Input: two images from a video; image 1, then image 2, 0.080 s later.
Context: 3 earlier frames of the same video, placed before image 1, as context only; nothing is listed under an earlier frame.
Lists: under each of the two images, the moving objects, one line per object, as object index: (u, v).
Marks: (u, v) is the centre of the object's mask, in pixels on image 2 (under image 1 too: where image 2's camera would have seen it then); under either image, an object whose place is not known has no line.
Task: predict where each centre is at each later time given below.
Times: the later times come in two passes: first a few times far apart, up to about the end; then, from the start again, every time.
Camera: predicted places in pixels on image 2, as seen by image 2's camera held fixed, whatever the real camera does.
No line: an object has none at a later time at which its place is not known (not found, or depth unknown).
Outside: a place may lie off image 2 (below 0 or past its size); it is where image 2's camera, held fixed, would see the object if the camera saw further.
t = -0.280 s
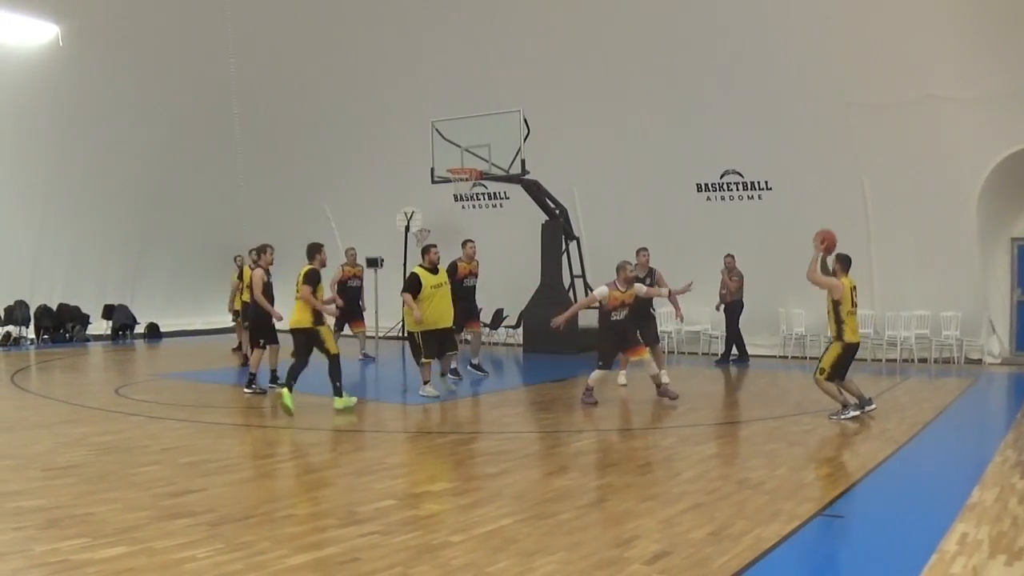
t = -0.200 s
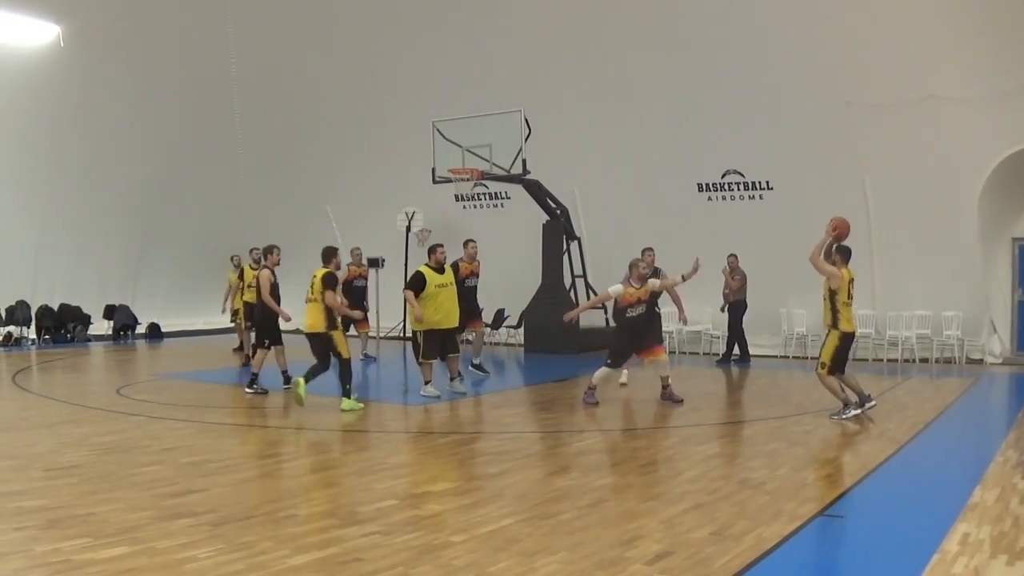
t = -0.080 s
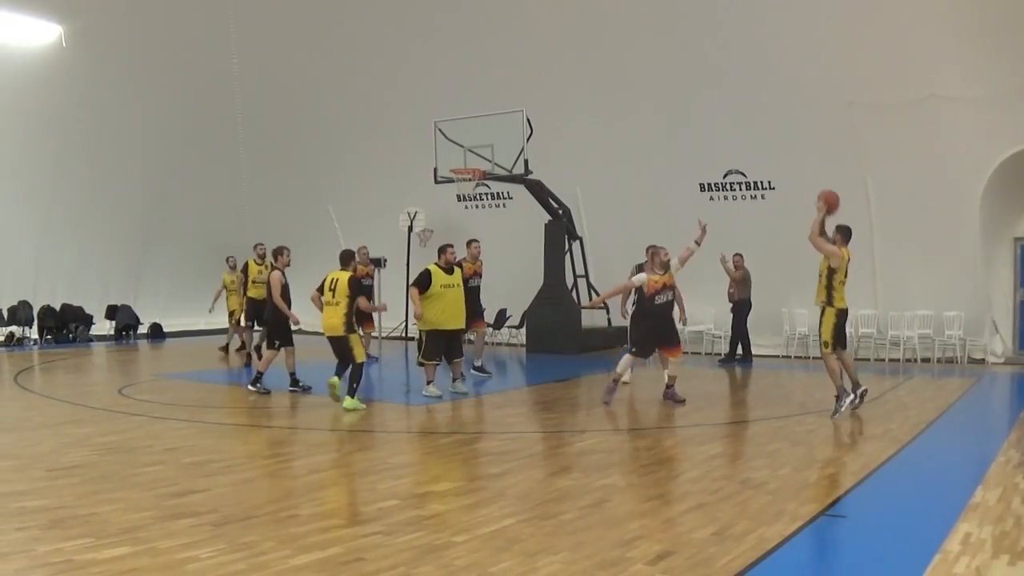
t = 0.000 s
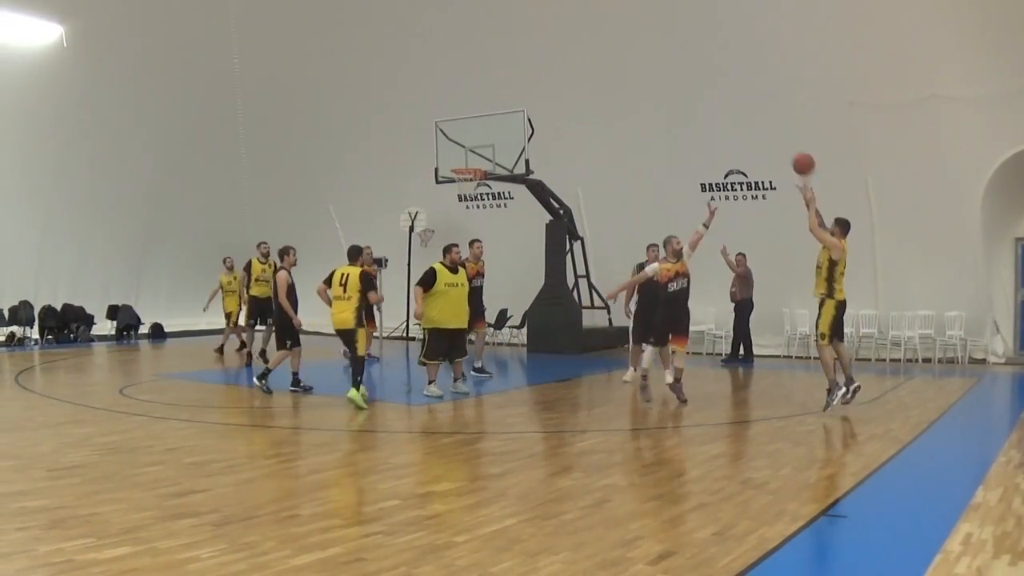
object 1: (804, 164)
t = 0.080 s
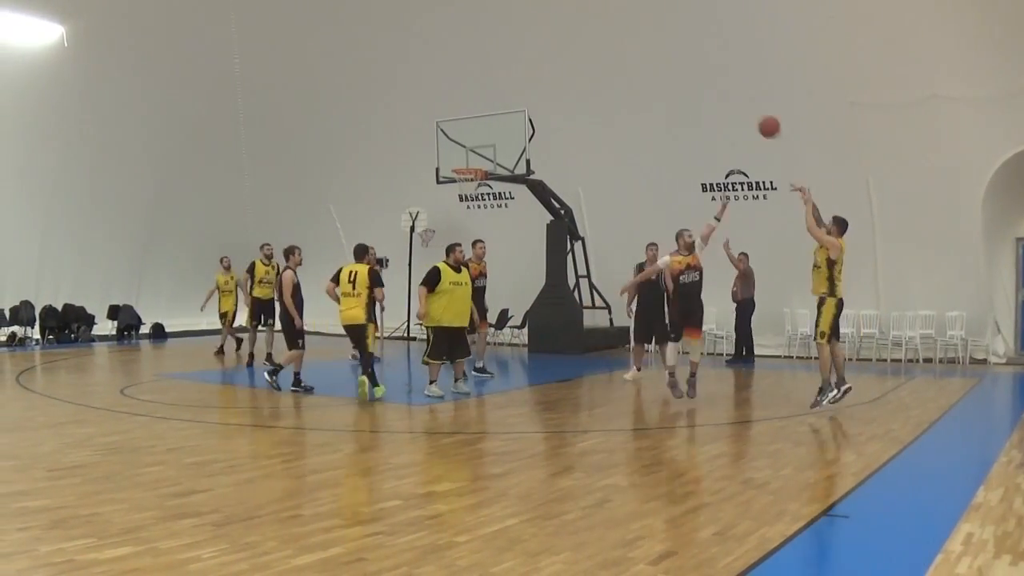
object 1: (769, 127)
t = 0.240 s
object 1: (705, 74)
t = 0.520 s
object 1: (614, 42)
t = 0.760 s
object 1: (552, 60)
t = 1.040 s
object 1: (491, 123)
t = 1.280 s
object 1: (457, 140)
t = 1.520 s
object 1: (432, 119)
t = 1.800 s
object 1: (405, 141)
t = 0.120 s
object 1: (752, 111)
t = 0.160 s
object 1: (736, 97)
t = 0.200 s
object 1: (720, 84)
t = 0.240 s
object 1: (705, 74)
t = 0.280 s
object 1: (691, 65)
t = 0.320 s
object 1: (677, 57)
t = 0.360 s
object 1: (663, 52)
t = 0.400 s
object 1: (650, 47)
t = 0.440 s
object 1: (638, 44)
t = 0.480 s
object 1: (626, 42)
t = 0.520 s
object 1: (614, 42)
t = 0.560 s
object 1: (602, 42)
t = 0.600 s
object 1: (592, 43)
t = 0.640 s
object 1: (581, 46)
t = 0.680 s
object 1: (571, 49)
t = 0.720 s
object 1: (561, 54)
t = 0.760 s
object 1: (552, 60)
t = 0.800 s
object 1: (542, 66)
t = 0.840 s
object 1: (533, 74)
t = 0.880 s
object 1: (524, 82)
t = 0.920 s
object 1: (515, 91)
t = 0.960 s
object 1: (507, 101)
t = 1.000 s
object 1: (499, 111)
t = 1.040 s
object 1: (491, 123)
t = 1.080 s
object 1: (483, 135)
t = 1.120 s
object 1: (476, 148)
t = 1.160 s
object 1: (468, 161)
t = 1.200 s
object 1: (465, 155)
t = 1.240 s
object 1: (461, 147)
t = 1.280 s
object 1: (457, 140)
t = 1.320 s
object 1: (453, 134)
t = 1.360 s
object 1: (449, 129)
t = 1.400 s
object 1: (444, 125)
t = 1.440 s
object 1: (440, 122)
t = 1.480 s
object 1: (436, 120)
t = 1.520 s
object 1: (432, 119)
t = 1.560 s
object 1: (429, 119)
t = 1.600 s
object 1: (425, 120)
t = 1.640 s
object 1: (421, 122)
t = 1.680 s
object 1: (417, 125)
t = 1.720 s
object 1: (413, 130)
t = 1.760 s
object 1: (410, 135)
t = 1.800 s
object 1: (405, 141)
